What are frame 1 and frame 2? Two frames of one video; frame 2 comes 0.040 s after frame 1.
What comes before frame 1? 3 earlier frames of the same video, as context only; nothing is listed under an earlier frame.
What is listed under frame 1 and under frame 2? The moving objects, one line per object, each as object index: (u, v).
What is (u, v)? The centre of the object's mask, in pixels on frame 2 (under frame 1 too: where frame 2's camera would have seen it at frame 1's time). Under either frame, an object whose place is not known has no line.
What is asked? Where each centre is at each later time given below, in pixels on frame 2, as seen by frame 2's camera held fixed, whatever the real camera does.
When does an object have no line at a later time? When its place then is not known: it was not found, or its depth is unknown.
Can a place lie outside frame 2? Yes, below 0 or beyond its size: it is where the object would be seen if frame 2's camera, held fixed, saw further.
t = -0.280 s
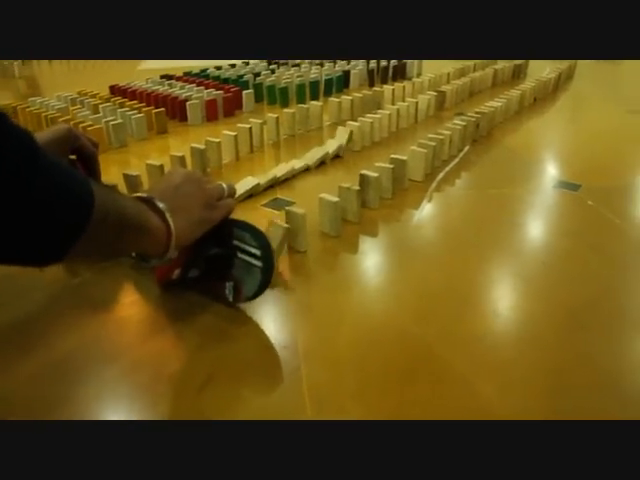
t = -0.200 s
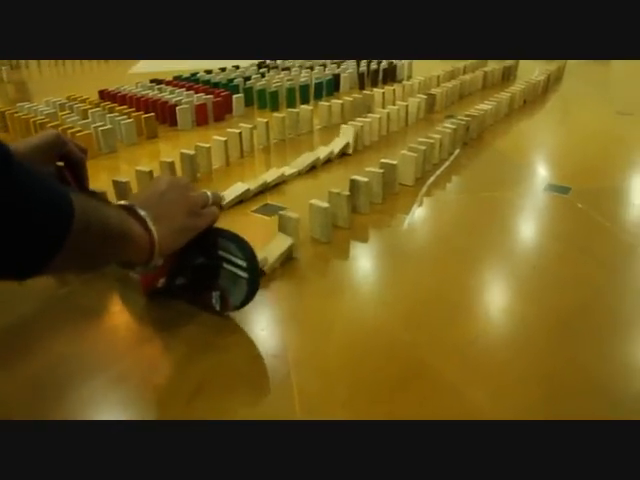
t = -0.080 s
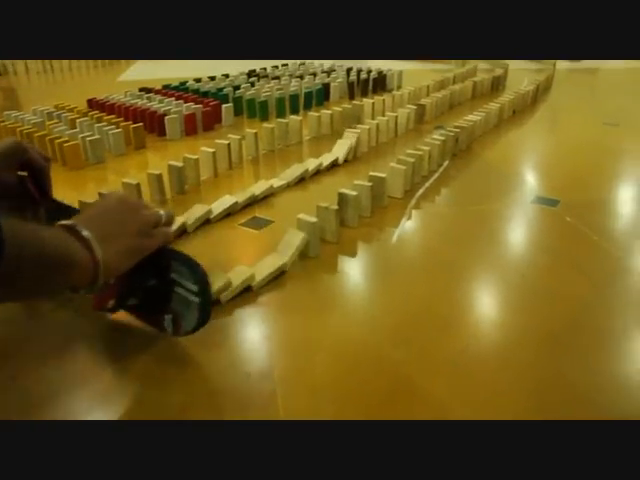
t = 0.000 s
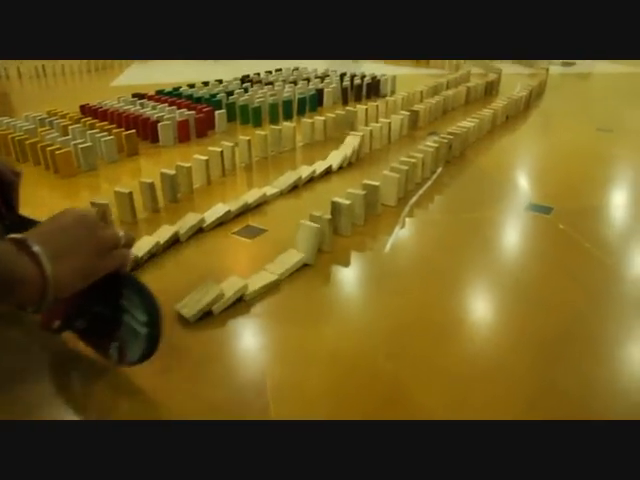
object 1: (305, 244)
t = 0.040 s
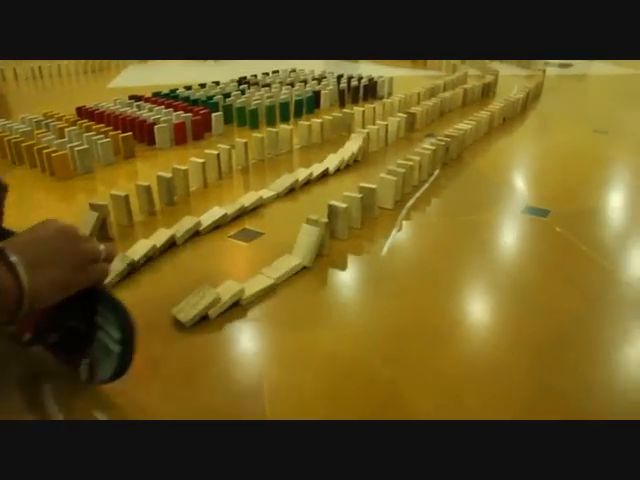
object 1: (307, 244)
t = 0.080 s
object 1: (310, 246)
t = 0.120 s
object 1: (310, 248)
